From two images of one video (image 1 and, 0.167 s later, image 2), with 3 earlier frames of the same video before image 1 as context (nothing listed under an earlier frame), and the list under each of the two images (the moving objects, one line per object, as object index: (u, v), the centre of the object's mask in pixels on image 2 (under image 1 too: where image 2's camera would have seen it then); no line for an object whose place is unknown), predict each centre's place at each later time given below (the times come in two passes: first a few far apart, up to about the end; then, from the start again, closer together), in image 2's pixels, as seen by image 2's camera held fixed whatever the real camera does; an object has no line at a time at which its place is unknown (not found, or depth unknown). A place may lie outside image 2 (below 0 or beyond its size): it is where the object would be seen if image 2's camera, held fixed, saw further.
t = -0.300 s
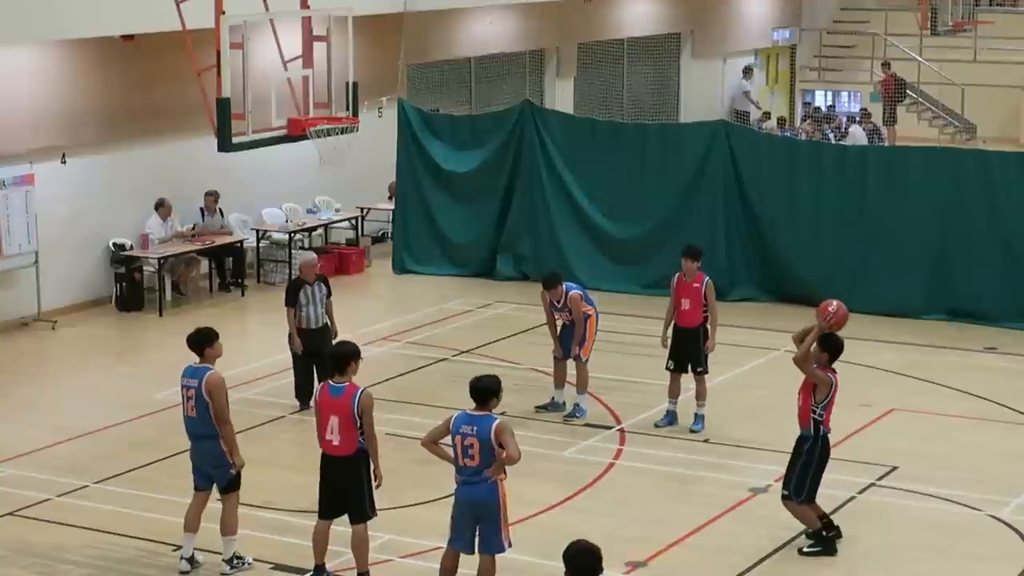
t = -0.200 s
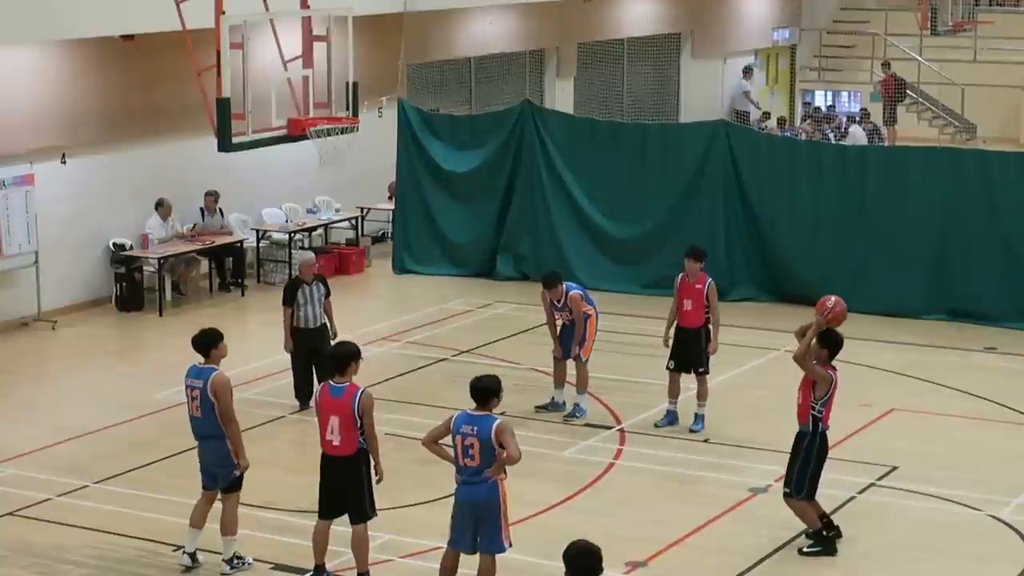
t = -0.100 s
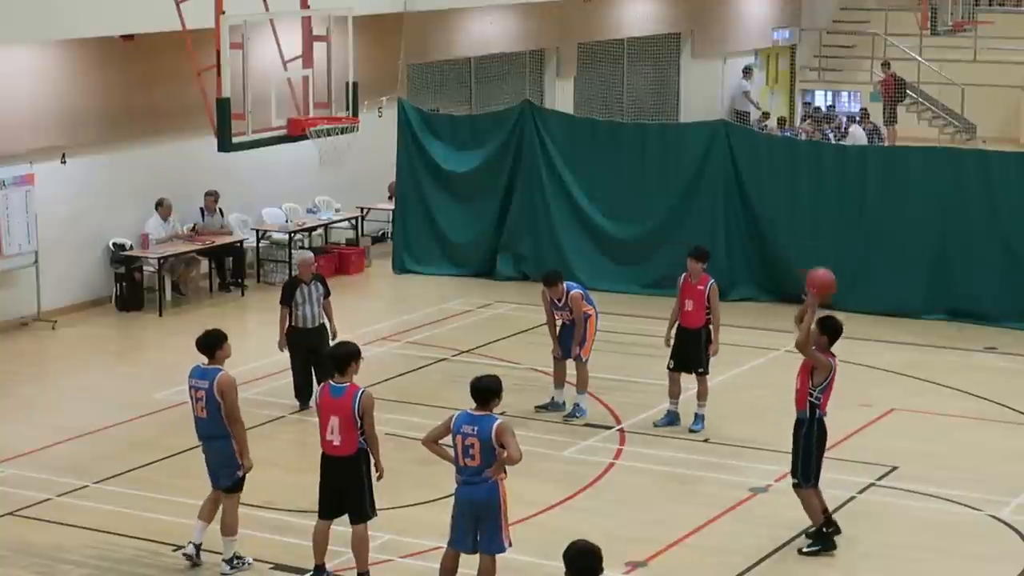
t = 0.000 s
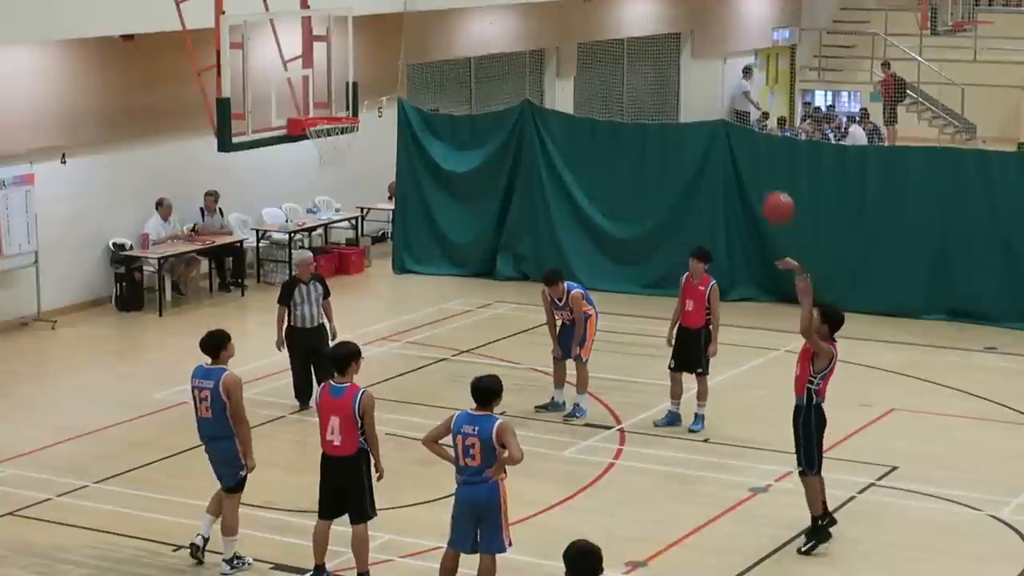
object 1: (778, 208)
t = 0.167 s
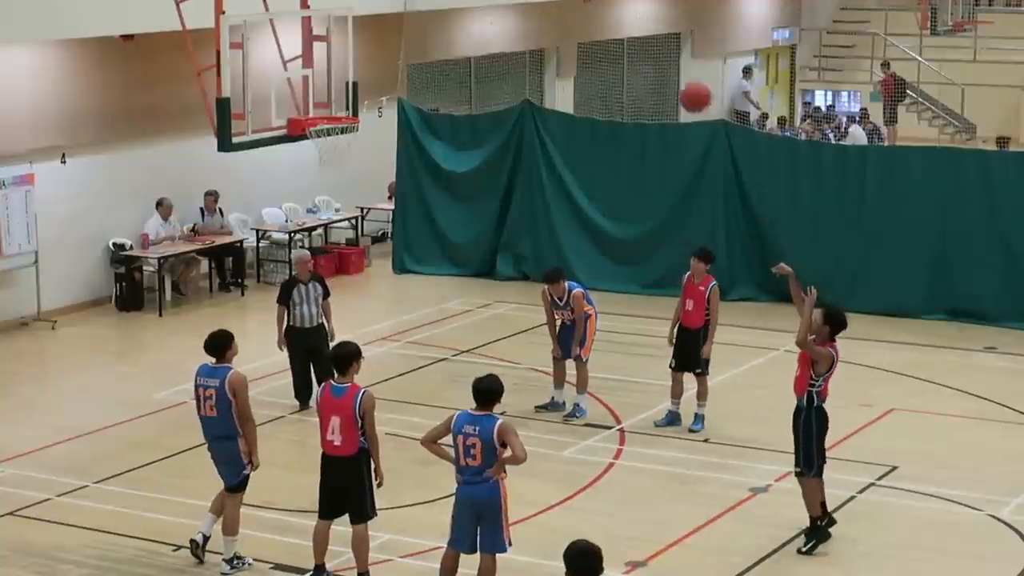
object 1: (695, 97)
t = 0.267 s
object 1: (647, 49)
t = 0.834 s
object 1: (393, 17)
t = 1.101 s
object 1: (303, 86)
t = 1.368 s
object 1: (317, 29)
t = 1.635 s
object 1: (336, 56)
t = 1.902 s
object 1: (320, 113)
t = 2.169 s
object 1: (369, 113)
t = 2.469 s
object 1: (421, 202)
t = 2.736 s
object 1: (466, 368)
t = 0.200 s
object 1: (679, 79)
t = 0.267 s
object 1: (647, 49)
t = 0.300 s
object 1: (630, 36)
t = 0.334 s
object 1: (614, 24)
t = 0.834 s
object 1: (393, 17)
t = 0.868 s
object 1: (381, 27)
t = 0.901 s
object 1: (366, 39)
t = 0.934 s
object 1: (352, 51)
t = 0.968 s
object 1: (339, 64)
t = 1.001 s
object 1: (328, 79)
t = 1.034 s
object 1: (315, 95)
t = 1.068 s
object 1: (306, 103)
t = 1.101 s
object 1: (303, 86)
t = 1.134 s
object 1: (303, 73)
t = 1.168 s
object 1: (305, 63)
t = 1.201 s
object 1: (307, 54)
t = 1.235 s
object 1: (309, 47)
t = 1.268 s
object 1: (311, 40)
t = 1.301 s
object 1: (314, 35)
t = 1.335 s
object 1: (315, 31)
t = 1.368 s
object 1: (317, 29)
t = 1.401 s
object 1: (320, 28)
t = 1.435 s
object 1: (322, 28)
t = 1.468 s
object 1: (324, 30)
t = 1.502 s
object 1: (326, 32)
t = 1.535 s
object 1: (329, 37)
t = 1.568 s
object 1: (331, 42)
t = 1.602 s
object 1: (334, 48)
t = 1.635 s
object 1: (336, 56)
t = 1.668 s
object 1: (338, 65)
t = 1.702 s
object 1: (340, 76)
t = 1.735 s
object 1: (344, 88)
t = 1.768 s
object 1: (346, 101)
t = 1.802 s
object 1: (346, 111)
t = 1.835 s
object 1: (337, 112)
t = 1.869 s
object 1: (327, 113)
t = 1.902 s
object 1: (320, 113)
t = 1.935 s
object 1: (325, 111)
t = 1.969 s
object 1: (331, 109)
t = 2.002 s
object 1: (338, 108)
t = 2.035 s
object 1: (345, 107)
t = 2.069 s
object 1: (352, 108)
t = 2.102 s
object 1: (357, 108)
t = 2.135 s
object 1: (363, 111)
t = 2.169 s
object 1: (369, 113)
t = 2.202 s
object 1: (374, 116)
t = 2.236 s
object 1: (380, 124)
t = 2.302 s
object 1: (391, 139)
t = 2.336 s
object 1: (397, 149)
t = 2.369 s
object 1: (403, 160)
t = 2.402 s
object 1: (409, 172)
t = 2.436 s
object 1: (416, 187)
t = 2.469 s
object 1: (421, 202)
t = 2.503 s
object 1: (426, 218)
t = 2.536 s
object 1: (432, 235)
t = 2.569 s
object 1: (437, 254)
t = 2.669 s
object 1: (454, 319)
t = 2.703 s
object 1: (460, 342)
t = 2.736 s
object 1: (466, 368)
